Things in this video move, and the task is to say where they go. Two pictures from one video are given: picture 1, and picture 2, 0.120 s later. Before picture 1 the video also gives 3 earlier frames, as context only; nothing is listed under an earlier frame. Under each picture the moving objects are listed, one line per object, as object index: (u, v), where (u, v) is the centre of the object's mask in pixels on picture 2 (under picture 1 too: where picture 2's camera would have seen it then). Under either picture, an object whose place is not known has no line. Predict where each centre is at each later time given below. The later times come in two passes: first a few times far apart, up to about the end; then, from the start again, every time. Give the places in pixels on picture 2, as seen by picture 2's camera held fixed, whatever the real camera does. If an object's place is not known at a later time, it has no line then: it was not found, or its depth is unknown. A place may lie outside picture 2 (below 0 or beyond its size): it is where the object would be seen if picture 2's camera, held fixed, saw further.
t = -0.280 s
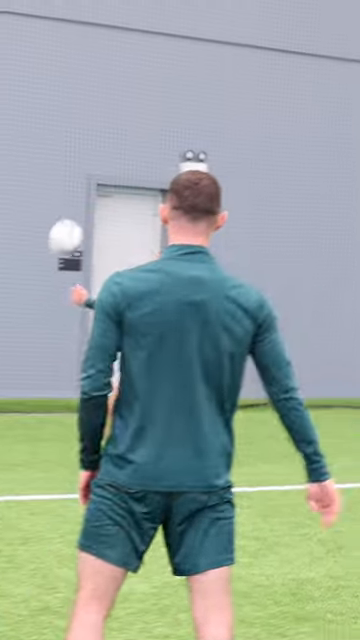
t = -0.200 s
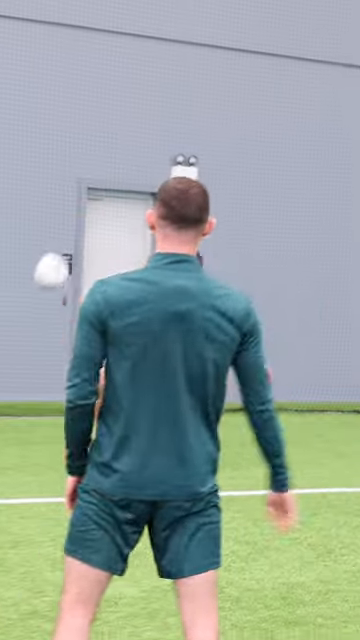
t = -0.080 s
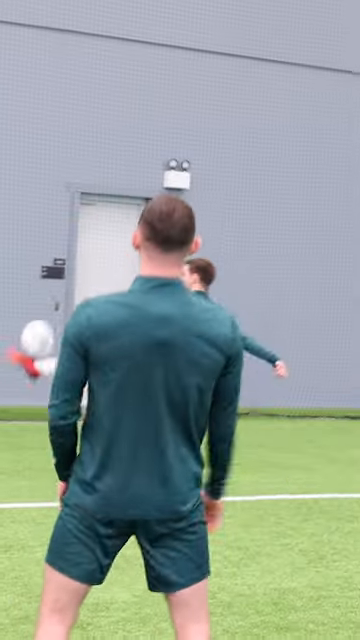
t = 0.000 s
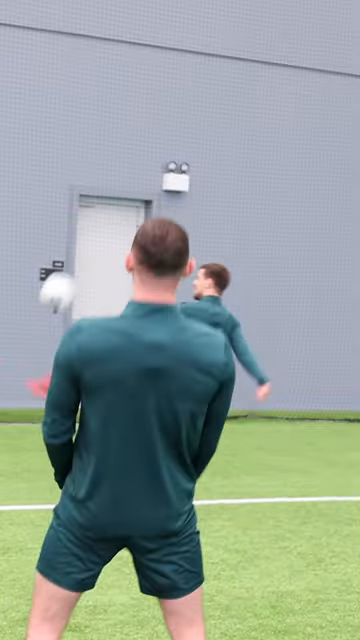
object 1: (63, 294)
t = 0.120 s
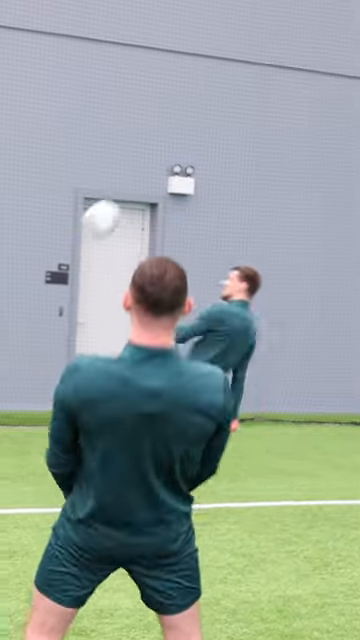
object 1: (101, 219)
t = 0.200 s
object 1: (126, 177)
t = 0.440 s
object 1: (205, 113)
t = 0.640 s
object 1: (275, 125)
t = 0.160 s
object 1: (114, 196)
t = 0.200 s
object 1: (126, 177)
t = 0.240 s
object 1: (139, 162)
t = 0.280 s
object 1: (152, 148)
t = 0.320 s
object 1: (165, 136)
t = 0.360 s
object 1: (178, 125)
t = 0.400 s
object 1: (191, 118)
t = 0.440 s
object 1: (205, 113)
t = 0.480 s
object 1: (218, 110)
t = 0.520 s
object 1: (231, 110)
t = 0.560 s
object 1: (246, 112)
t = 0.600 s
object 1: (261, 117)
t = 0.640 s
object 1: (275, 125)
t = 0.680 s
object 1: (290, 135)
